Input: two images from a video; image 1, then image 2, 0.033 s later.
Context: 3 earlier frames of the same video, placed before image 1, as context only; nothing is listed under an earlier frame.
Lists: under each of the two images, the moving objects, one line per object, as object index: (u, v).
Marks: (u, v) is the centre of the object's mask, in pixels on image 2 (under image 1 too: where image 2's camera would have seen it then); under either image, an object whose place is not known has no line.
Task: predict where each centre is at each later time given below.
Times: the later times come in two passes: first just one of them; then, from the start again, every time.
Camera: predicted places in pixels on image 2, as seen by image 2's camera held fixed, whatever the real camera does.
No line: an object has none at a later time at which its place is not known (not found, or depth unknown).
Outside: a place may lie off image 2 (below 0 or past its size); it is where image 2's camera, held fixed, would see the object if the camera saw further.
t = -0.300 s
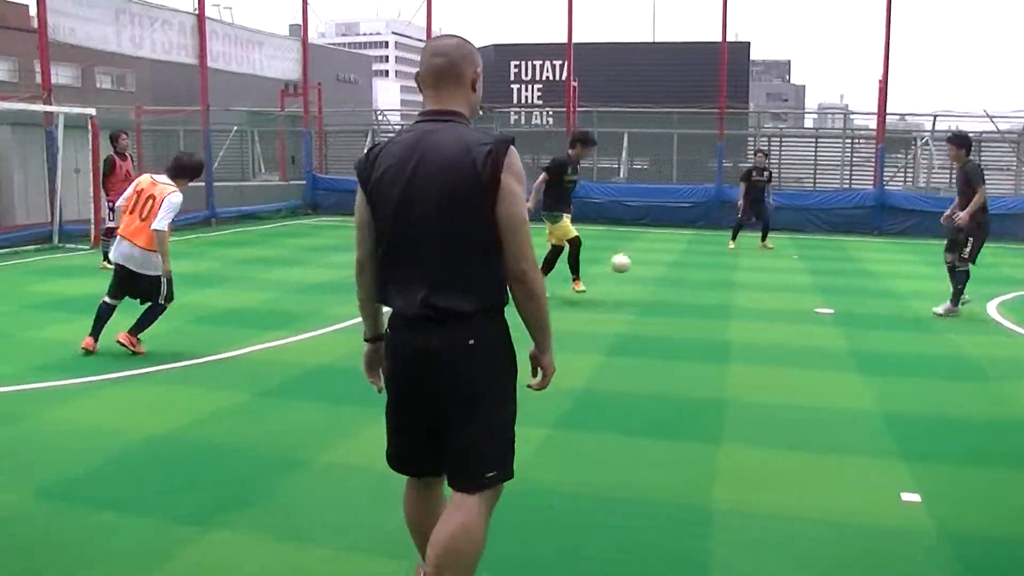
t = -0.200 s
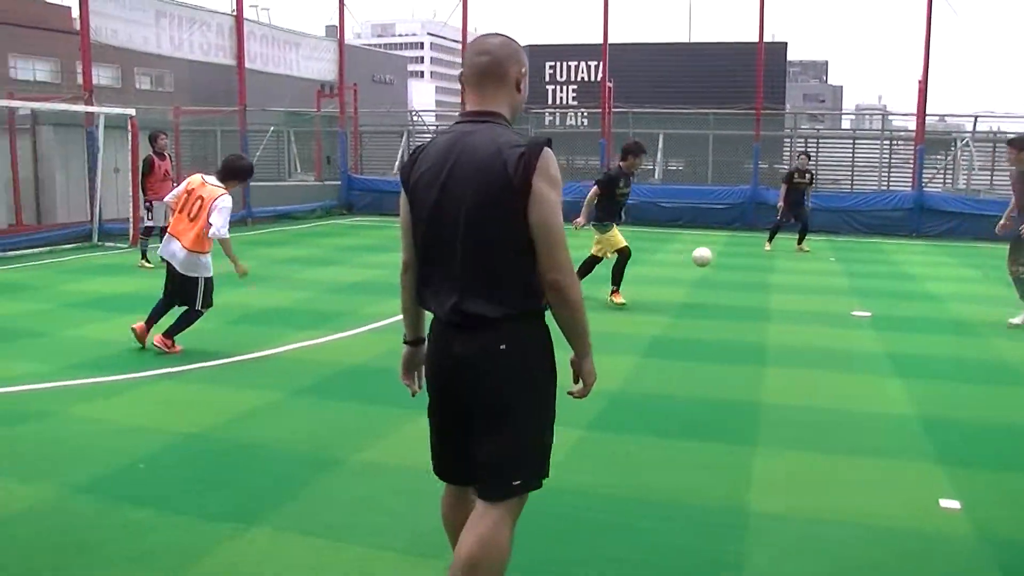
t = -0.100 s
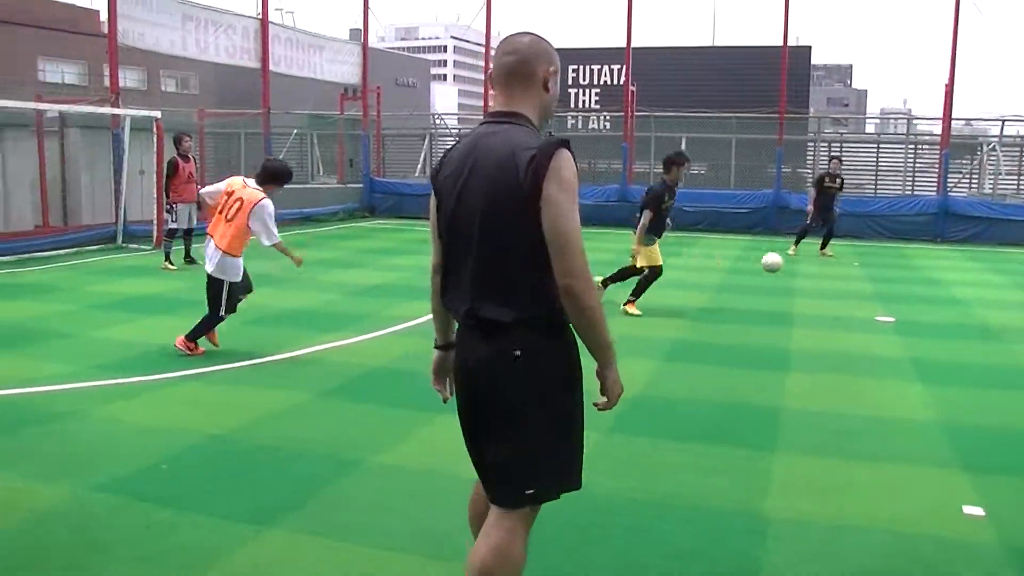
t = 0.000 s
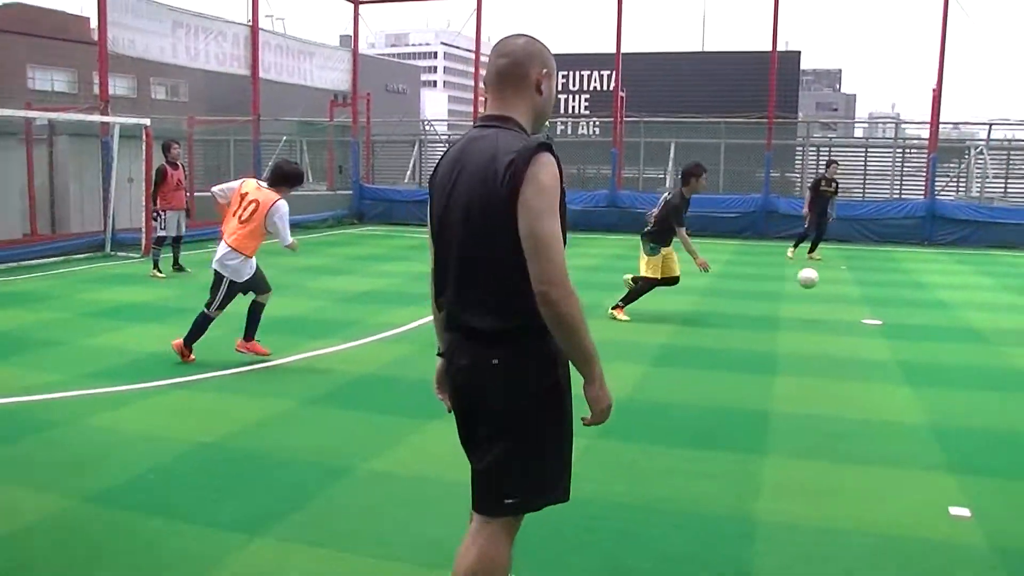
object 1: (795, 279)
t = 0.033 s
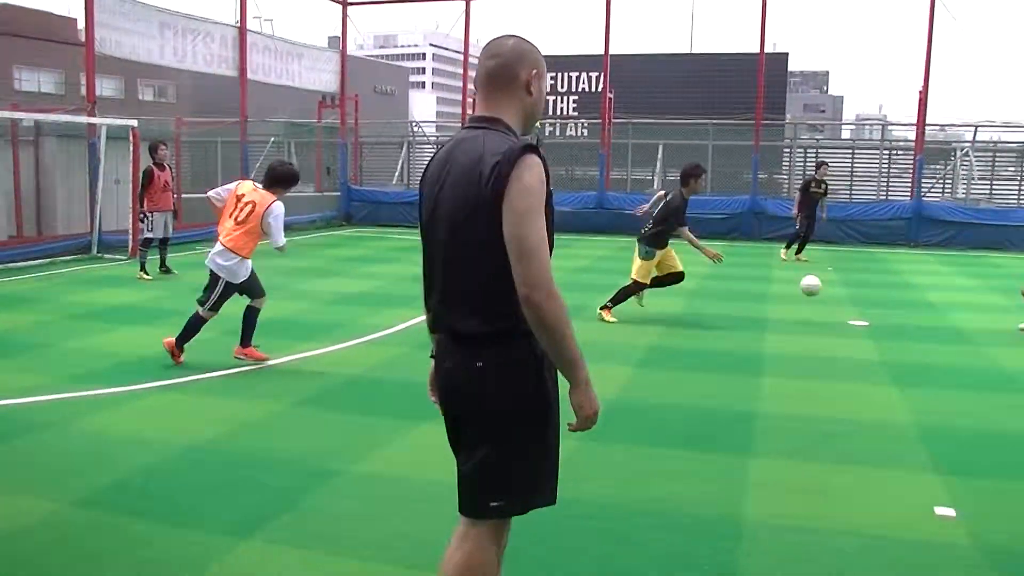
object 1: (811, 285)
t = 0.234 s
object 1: (890, 309)
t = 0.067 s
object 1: (826, 292)
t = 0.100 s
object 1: (842, 301)
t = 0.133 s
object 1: (859, 311)
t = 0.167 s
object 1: (872, 317)
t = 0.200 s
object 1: (882, 312)
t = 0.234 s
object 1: (890, 309)
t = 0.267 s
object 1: (900, 307)
